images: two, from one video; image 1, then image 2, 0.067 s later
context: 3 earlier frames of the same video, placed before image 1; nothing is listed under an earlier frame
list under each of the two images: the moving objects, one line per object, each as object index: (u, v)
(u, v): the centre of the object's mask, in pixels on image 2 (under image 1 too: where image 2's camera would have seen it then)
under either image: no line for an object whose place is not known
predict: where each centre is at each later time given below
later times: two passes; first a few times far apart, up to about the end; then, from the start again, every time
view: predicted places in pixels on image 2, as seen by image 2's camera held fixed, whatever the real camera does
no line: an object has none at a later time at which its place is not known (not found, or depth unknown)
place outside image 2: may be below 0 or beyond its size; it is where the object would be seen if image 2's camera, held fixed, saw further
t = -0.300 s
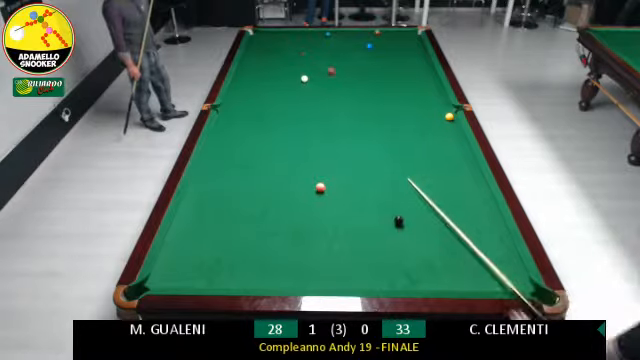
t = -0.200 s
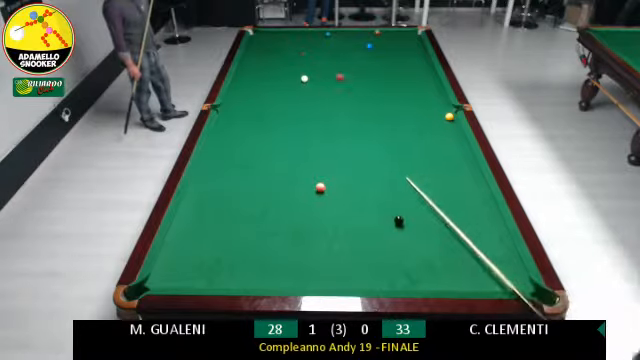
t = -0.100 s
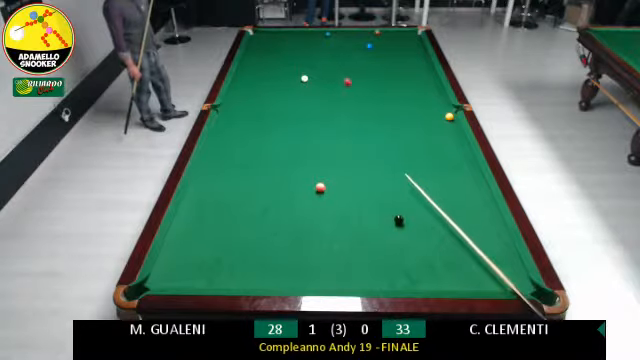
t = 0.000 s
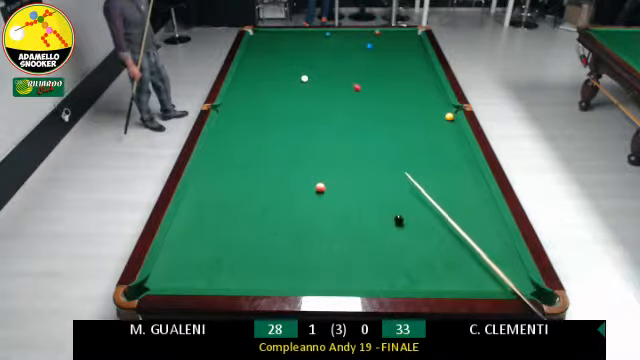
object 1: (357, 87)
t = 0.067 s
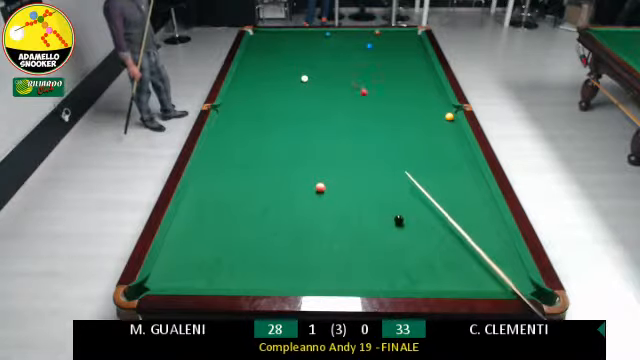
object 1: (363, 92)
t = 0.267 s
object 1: (380, 102)
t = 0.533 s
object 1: (412, 122)
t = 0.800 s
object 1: (443, 143)
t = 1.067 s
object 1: (470, 164)
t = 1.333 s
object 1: (459, 182)
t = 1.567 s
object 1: (450, 199)
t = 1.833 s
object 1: (437, 221)
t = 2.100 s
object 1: (423, 243)
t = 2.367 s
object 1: (408, 268)
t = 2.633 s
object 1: (389, 282)
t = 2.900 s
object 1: (371, 265)
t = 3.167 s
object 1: (354, 249)
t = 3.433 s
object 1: (339, 236)
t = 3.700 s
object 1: (326, 224)
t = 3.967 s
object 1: (314, 214)
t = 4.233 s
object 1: (303, 205)
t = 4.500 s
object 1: (293, 197)
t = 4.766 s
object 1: (284, 191)
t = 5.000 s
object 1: (278, 186)
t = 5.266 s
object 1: (272, 181)
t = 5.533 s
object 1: (266, 177)
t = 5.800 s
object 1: (261, 174)
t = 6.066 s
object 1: (257, 170)
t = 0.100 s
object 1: (366, 93)
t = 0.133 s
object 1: (369, 96)
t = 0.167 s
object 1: (373, 99)
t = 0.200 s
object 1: (376, 100)
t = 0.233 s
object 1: (380, 103)
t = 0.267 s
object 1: (380, 102)
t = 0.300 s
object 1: (387, 106)
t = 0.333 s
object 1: (390, 108)
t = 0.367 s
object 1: (393, 111)
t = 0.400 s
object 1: (397, 113)
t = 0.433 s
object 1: (401, 115)
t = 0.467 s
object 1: (404, 117)
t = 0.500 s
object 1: (408, 120)
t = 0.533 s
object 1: (412, 122)
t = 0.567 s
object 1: (415, 123)
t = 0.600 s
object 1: (419, 128)
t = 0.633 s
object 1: (424, 131)
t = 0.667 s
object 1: (428, 132)
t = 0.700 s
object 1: (431, 135)
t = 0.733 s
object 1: (436, 137)
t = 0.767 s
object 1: (440, 140)
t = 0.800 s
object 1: (443, 143)
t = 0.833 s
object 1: (447, 145)
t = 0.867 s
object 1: (454, 148)
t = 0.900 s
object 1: (457, 151)
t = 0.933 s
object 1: (462, 153)
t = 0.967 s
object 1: (465, 156)
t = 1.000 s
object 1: (470, 159)
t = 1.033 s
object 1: (471, 161)
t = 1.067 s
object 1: (470, 164)
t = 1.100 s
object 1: (469, 167)
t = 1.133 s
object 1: (468, 169)
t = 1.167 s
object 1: (466, 171)
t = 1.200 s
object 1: (465, 173)
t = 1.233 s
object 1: (464, 176)
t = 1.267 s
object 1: (462, 178)
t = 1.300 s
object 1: (460, 180)
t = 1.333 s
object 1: (459, 182)
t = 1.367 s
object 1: (458, 185)
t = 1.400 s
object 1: (456, 187)
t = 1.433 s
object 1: (455, 190)
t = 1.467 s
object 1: (453, 192)
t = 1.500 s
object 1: (452, 194)
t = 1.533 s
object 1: (450, 197)
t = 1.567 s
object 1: (450, 199)
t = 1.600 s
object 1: (448, 202)
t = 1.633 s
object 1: (446, 204)
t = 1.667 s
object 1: (445, 207)
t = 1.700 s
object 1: (443, 210)
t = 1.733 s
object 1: (441, 213)
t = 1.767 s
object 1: (440, 215)
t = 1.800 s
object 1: (438, 218)
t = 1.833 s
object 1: (437, 221)
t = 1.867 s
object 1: (435, 223)
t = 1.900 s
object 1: (433, 226)
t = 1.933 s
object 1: (432, 229)
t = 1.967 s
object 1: (430, 232)
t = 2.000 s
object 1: (428, 235)
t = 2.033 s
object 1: (427, 237)
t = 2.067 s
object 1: (425, 240)
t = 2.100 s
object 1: (423, 243)
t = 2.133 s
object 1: (421, 246)
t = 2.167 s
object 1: (419, 249)
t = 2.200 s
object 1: (417, 252)
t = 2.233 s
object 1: (416, 254)
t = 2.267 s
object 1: (413, 260)
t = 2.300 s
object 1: (411, 262)
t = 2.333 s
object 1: (409, 265)
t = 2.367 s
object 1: (408, 268)
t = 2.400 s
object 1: (406, 271)
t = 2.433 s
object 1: (404, 274)
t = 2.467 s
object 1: (401, 278)
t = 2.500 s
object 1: (399, 281)
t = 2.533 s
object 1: (397, 283)
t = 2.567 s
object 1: (395, 284)
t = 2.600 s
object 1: (393, 283)
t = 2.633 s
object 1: (389, 282)
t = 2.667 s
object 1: (388, 280)
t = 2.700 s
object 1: (385, 278)
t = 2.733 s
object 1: (382, 276)
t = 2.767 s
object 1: (380, 274)
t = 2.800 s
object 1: (377, 271)
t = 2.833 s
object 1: (376, 269)
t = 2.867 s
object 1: (373, 267)
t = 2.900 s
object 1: (371, 265)
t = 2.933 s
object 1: (369, 263)
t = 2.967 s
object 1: (367, 261)
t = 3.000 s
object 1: (364, 259)
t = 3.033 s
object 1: (362, 257)
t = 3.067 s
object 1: (360, 255)
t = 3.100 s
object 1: (358, 253)
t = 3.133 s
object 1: (356, 251)
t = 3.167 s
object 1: (354, 249)
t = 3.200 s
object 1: (352, 247)
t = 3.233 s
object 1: (350, 246)
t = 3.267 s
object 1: (348, 244)
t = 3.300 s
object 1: (347, 242)
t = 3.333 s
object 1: (345, 241)
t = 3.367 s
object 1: (343, 239)
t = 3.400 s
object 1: (341, 237)
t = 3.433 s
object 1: (339, 236)
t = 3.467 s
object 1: (338, 234)
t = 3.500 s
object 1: (336, 233)
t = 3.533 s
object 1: (334, 231)
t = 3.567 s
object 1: (333, 230)
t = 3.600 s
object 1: (330, 228)
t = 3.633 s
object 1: (329, 227)
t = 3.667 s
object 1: (328, 226)
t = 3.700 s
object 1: (326, 224)
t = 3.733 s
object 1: (324, 222)
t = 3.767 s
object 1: (323, 221)
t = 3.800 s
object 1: (321, 220)
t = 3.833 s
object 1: (320, 219)
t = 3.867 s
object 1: (318, 217)
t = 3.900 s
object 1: (316, 216)
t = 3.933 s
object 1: (315, 215)
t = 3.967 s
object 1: (314, 214)
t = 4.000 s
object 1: (312, 213)
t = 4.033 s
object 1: (311, 212)
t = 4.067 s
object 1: (310, 210)
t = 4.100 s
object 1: (308, 209)
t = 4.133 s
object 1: (307, 208)
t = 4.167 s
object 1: (306, 207)
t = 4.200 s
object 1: (304, 206)
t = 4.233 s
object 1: (303, 205)
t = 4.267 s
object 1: (302, 204)
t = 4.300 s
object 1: (300, 203)
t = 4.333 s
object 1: (299, 202)
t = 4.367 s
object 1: (298, 201)
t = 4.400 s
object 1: (297, 200)
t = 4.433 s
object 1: (295, 199)
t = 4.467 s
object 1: (294, 199)
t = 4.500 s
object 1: (293, 197)
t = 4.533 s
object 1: (292, 197)
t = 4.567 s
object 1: (291, 196)
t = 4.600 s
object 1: (289, 196)
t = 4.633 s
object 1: (289, 195)
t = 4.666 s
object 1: (288, 193)
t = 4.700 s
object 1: (287, 192)
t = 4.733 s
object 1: (286, 192)
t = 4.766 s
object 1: (284, 191)
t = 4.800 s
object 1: (284, 191)
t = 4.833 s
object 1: (282, 189)
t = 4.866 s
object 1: (282, 189)
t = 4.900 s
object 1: (281, 188)
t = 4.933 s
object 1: (280, 187)
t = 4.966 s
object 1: (279, 187)
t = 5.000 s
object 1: (278, 186)
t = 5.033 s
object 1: (277, 185)
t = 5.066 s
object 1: (276, 185)
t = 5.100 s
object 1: (276, 184)
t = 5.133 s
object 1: (274, 183)
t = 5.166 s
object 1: (274, 183)
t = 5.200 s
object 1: (273, 182)
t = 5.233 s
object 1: (272, 182)
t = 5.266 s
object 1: (272, 181)
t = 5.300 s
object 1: (271, 181)
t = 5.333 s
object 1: (270, 180)
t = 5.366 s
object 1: (269, 179)
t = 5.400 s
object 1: (269, 179)
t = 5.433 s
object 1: (268, 179)
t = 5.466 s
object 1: (267, 178)
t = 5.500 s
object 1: (267, 178)
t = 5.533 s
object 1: (266, 177)
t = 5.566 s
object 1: (265, 177)
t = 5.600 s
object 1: (265, 176)
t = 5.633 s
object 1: (264, 175)
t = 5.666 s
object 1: (263, 175)
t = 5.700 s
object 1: (263, 175)
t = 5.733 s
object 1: (262, 175)
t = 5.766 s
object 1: (262, 174)
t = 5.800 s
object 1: (261, 174)
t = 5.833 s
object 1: (261, 173)
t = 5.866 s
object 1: (260, 173)
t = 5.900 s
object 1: (260, 173)
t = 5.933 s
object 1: (259, 172)
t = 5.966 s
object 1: (258, 172)
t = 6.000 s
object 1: (258, 171)
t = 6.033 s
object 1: (257, 171)
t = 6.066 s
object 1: (257, 170)
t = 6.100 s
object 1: (257, 171)
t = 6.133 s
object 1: (256, 170)
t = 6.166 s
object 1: (256, 170)
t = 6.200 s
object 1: (256, 170)
